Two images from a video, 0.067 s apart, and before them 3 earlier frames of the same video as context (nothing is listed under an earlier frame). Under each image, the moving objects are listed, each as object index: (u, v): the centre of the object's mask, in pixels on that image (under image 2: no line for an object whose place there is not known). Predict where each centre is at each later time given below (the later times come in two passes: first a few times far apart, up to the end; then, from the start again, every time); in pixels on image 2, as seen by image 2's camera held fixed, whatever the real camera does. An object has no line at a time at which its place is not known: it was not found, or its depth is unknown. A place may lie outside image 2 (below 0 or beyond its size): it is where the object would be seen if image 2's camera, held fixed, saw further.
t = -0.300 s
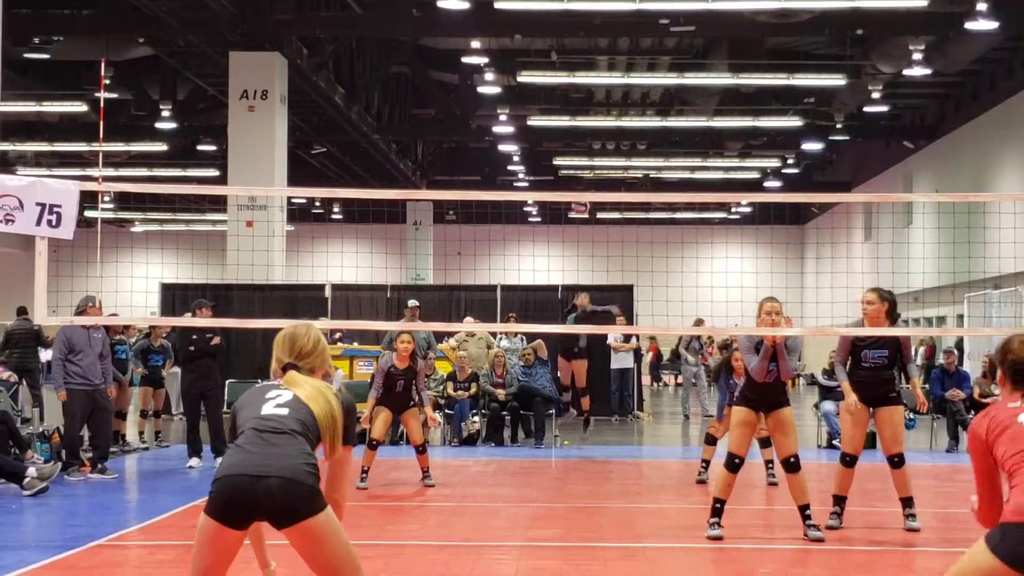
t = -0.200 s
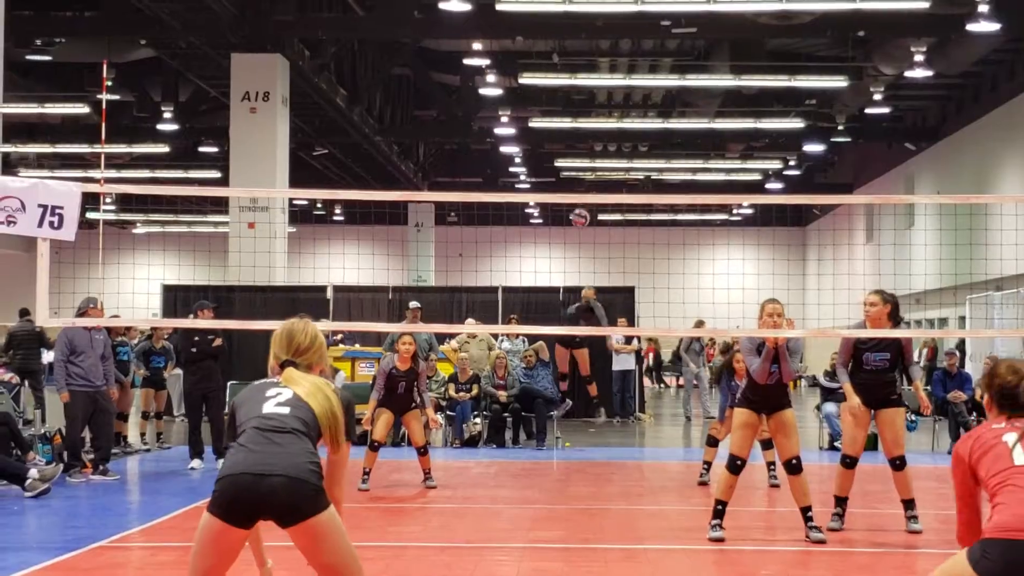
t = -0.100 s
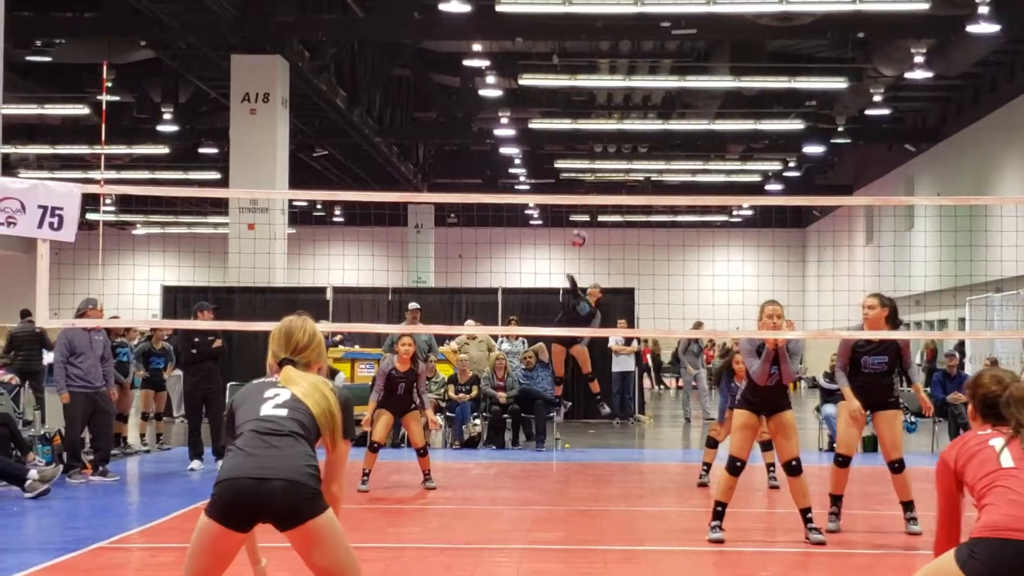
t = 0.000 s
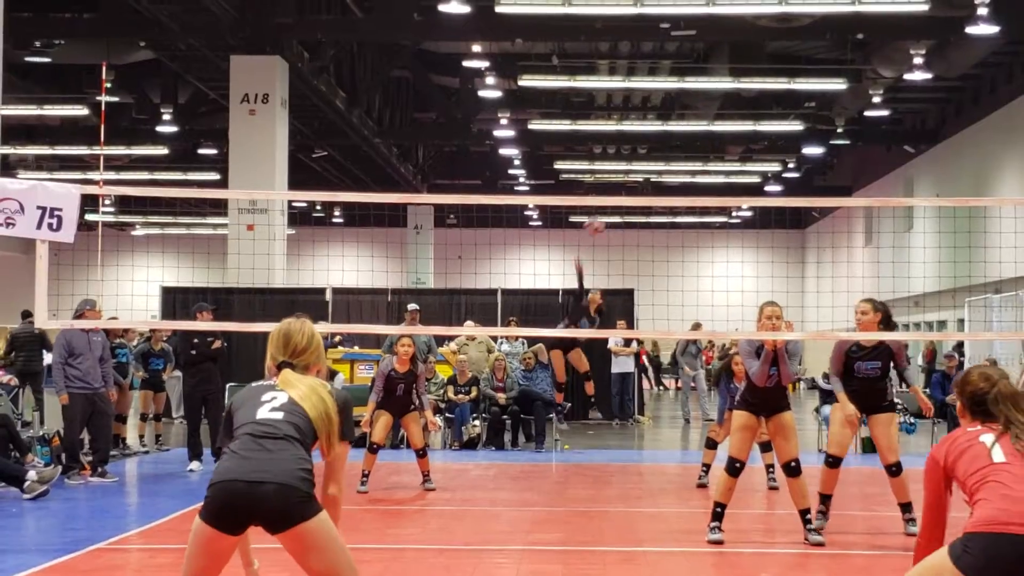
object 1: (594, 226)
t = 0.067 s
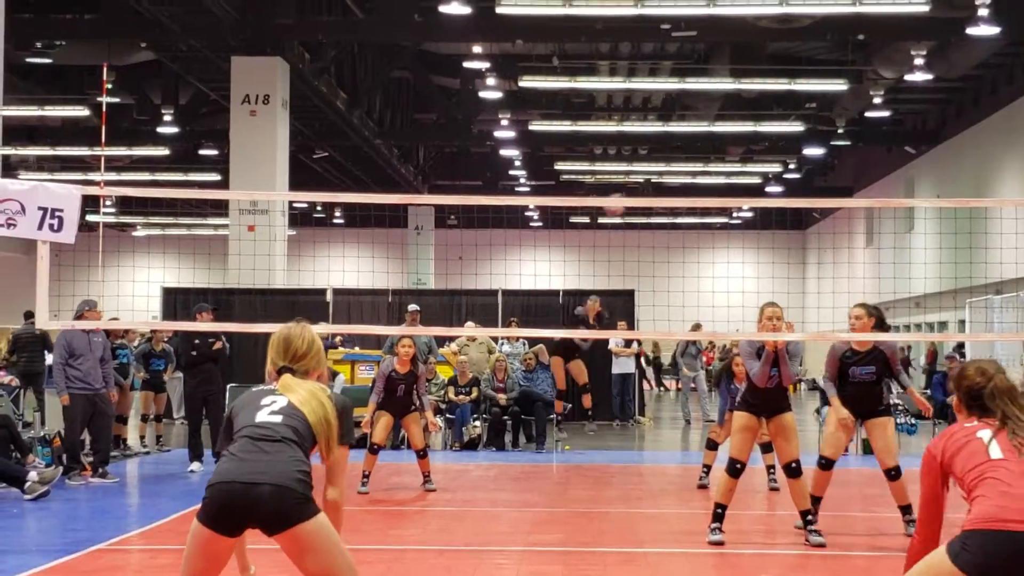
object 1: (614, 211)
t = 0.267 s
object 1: (690, 162)
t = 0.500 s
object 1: (818, 180)
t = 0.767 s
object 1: (956, 205)
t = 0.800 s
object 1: (972, 217)
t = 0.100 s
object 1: (627, 191)
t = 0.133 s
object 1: (638, 187)
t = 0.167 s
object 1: (650, 180)
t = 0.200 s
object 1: (663, 171)
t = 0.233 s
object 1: (676, 165)
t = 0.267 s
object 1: (690, 162)
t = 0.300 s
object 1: (705, 159)
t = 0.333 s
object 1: (720, 157)
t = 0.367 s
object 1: (736, 158)
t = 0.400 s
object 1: (754, 160)
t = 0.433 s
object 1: (774, 165)
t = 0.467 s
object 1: (795, 172)
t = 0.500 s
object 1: (818, 180)
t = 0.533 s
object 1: (841, 187)
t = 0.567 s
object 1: (856, 189)
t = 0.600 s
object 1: (871, 186)
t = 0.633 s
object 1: (887, 186)
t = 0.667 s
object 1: (903, 187)
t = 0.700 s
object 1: (919, 190)
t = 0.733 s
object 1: (937, 196)
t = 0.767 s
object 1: (956, 205)
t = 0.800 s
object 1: (972, 217)
